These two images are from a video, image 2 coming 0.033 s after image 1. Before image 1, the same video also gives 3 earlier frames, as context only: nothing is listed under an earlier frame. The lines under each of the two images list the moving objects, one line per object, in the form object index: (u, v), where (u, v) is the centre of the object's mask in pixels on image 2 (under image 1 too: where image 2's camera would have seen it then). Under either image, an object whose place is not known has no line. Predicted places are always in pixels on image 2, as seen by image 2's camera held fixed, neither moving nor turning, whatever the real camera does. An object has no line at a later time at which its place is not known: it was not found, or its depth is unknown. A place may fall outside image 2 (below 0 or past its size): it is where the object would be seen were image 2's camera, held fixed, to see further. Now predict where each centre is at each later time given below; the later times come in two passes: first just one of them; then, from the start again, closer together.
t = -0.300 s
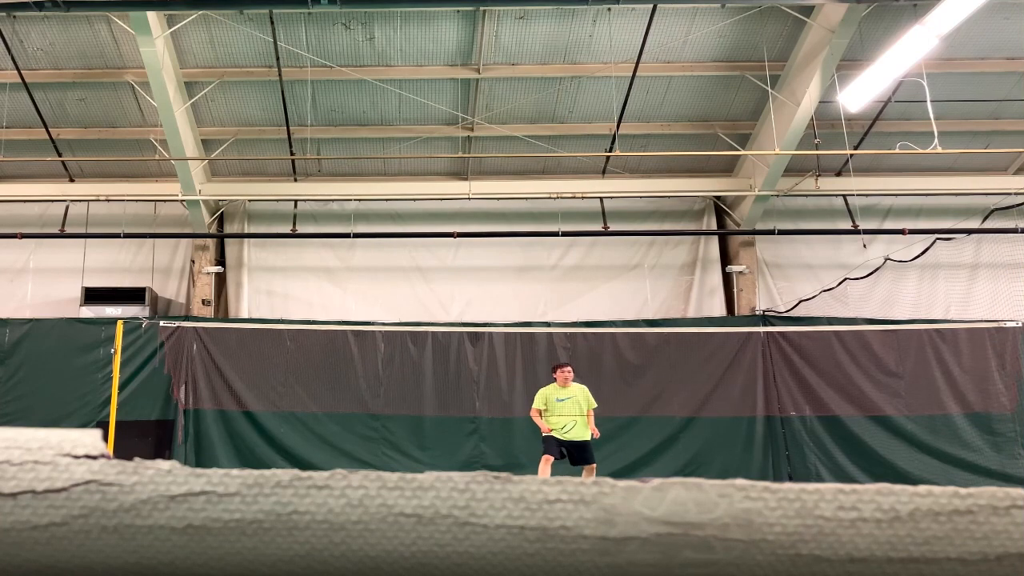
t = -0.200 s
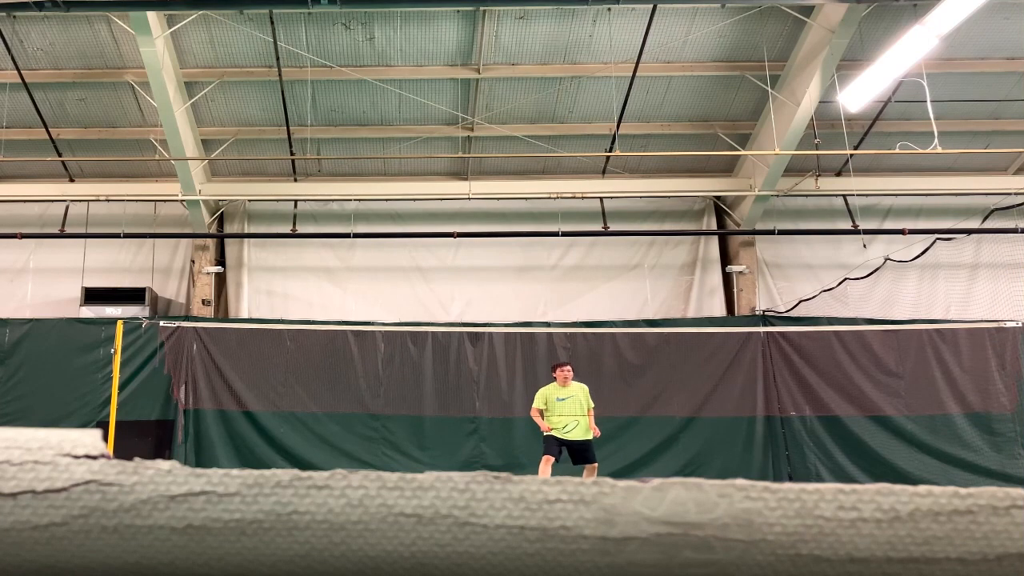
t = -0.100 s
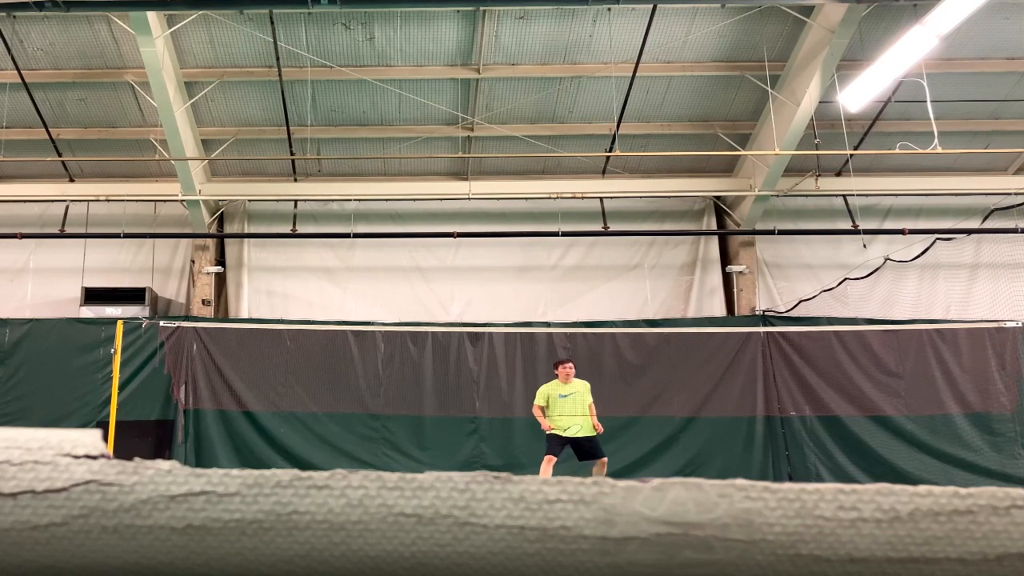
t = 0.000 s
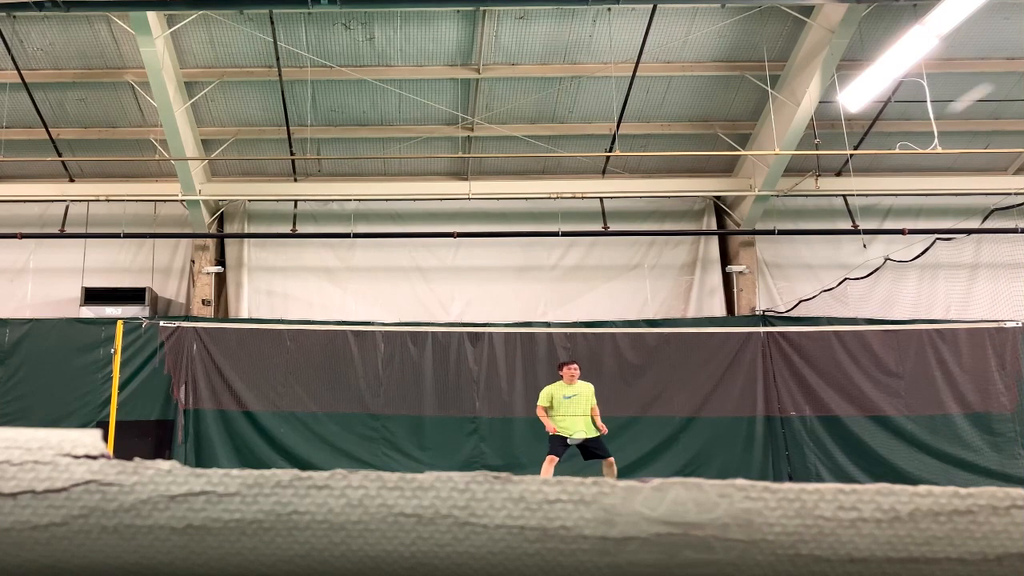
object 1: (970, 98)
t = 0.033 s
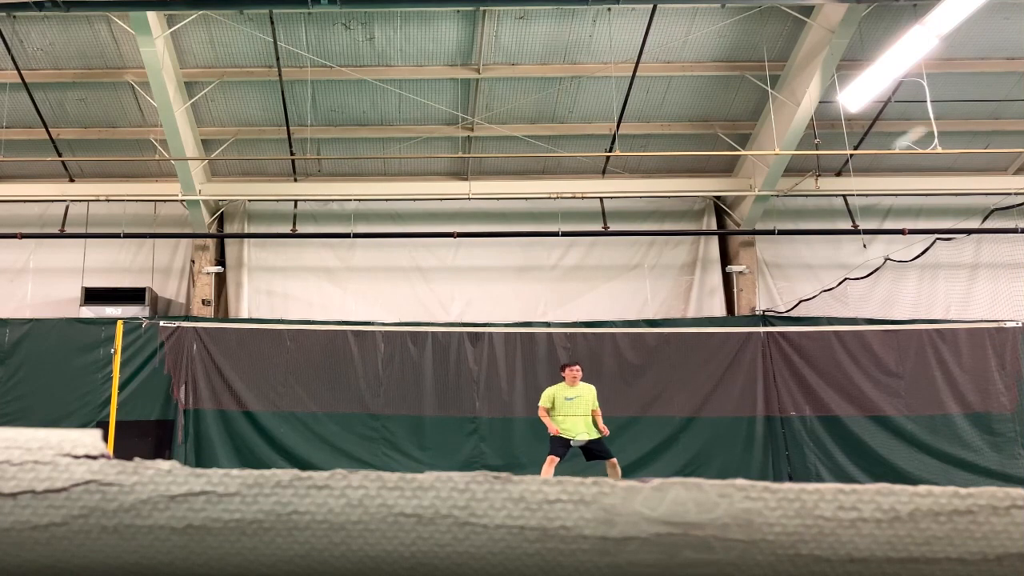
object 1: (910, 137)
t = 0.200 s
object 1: (766, 244)
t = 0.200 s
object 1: (766, 244)
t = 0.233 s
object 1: (751, 259)
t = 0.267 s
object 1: (738, 272)
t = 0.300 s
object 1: (727, 288)
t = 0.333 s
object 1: (718, 300)
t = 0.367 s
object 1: (708, 313)
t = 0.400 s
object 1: (702, 324)
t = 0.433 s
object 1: (695, 338)
